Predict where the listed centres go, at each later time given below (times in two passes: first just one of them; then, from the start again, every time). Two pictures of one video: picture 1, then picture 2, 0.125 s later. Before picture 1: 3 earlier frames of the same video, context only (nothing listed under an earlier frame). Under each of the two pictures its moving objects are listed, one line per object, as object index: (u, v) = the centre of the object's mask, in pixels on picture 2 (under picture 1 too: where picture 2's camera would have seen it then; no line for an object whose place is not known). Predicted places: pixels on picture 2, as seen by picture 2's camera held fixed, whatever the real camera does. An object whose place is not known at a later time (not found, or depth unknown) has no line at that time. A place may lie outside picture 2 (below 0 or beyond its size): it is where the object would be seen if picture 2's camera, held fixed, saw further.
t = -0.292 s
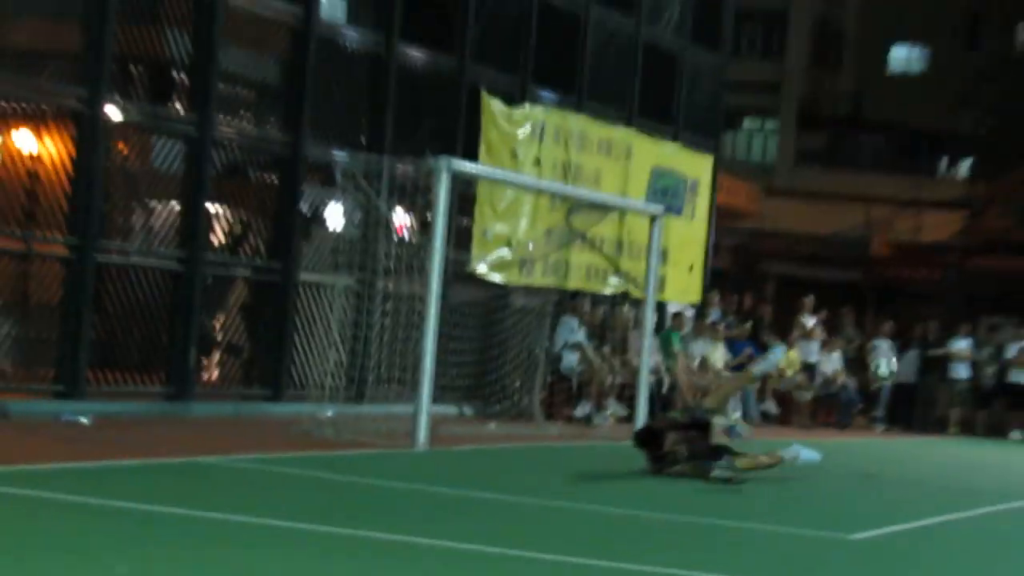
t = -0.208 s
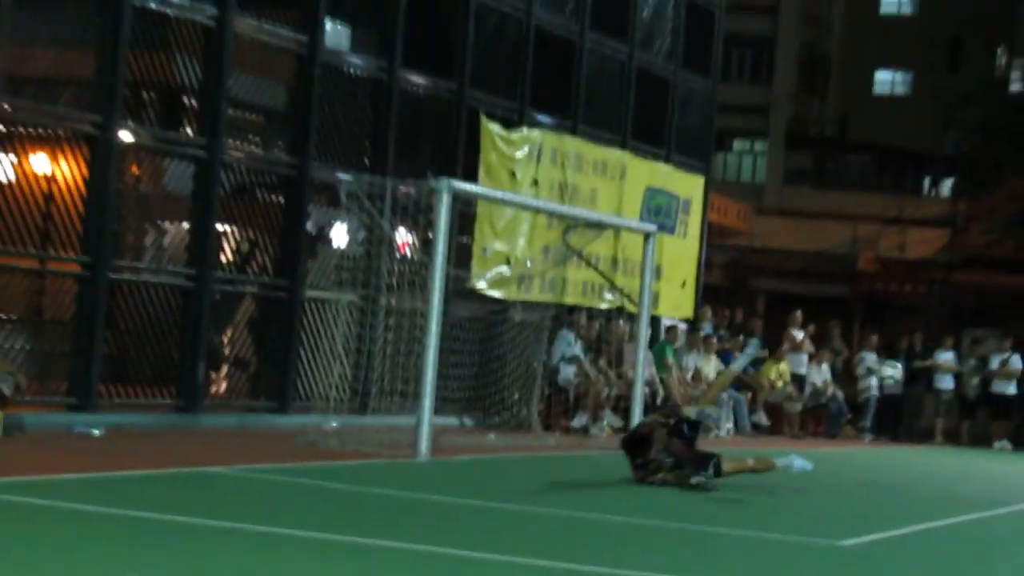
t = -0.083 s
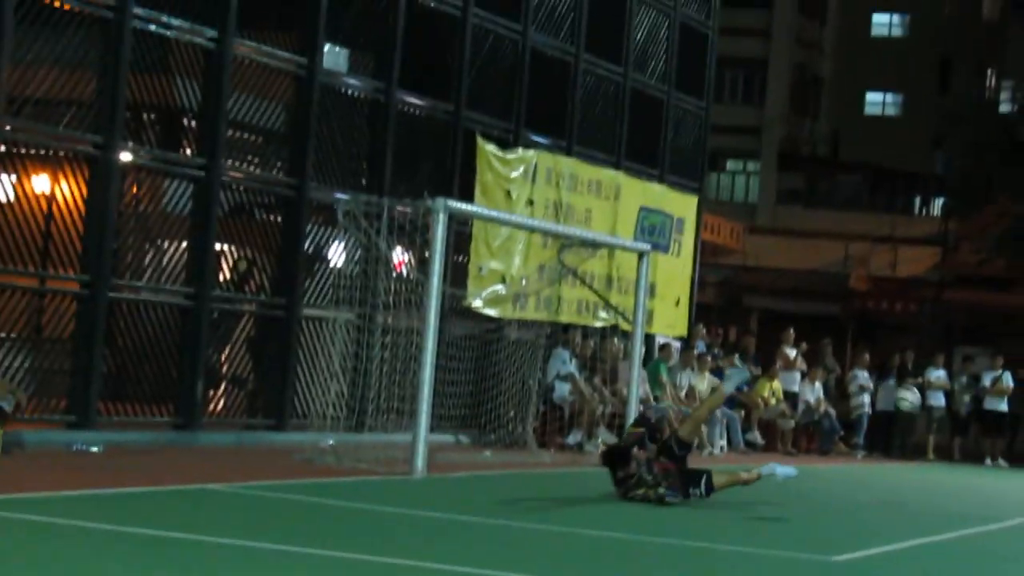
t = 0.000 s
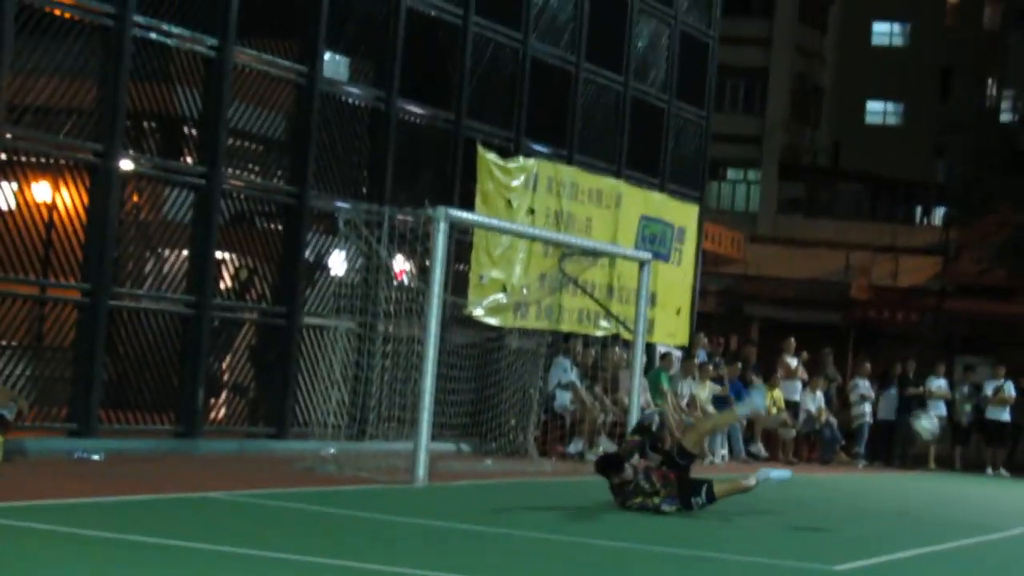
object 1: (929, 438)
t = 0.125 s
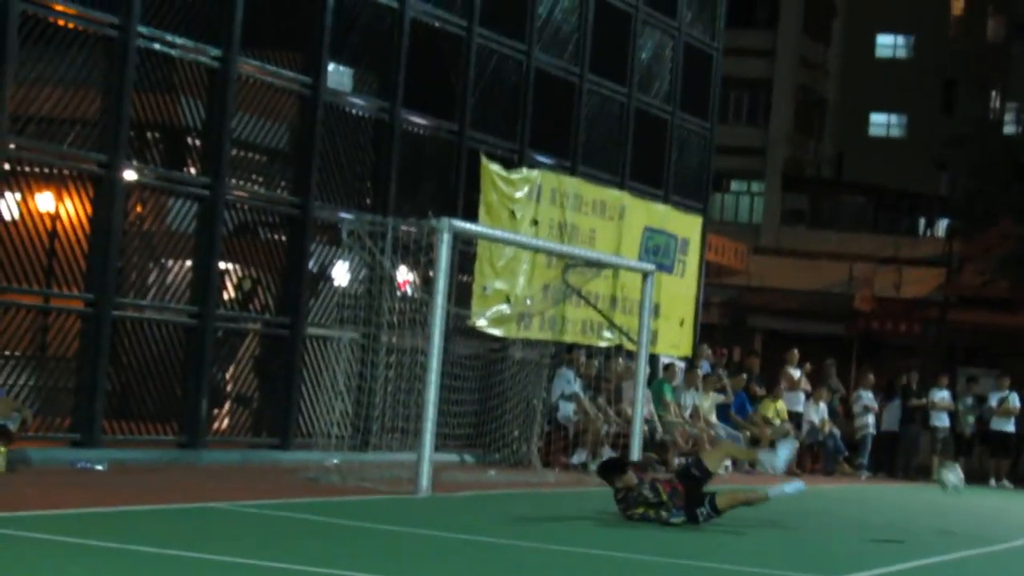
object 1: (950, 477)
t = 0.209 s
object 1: (964, 519)
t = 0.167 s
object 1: (958, 497)
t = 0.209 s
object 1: (964, 519)
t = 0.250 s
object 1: (972, 522)
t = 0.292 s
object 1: (979, 507)
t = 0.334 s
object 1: (988, 494)
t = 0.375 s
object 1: (991, 480)
